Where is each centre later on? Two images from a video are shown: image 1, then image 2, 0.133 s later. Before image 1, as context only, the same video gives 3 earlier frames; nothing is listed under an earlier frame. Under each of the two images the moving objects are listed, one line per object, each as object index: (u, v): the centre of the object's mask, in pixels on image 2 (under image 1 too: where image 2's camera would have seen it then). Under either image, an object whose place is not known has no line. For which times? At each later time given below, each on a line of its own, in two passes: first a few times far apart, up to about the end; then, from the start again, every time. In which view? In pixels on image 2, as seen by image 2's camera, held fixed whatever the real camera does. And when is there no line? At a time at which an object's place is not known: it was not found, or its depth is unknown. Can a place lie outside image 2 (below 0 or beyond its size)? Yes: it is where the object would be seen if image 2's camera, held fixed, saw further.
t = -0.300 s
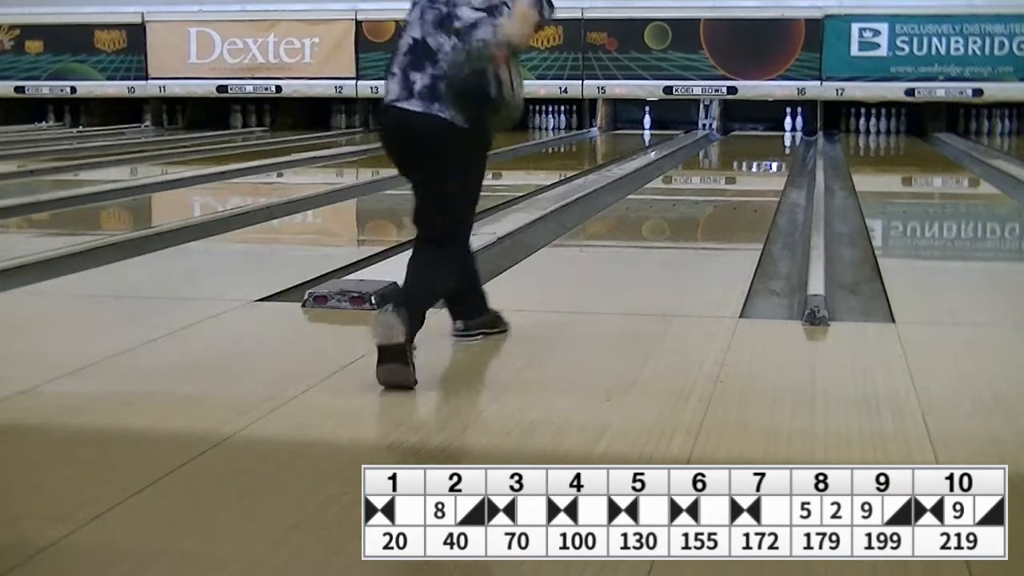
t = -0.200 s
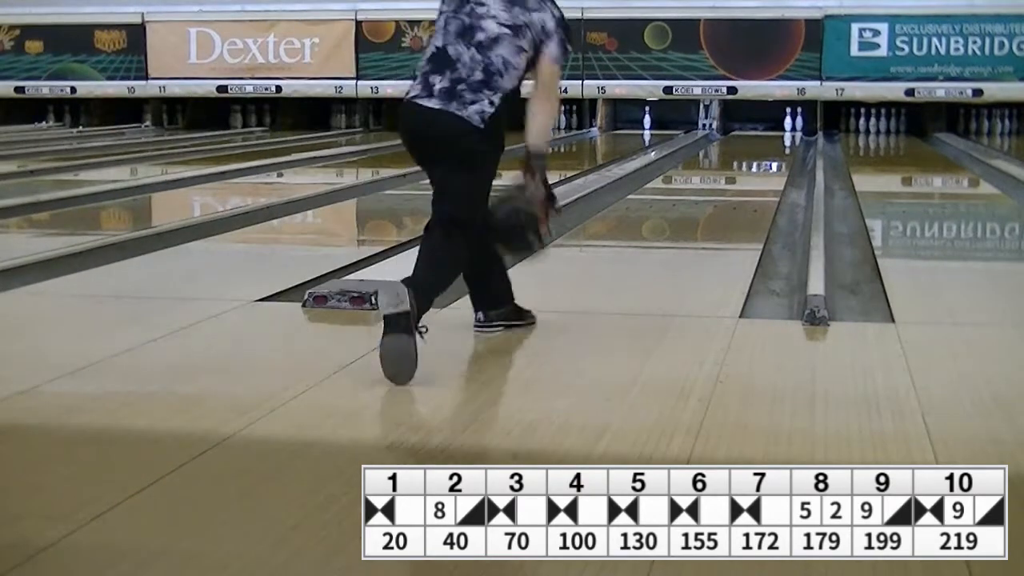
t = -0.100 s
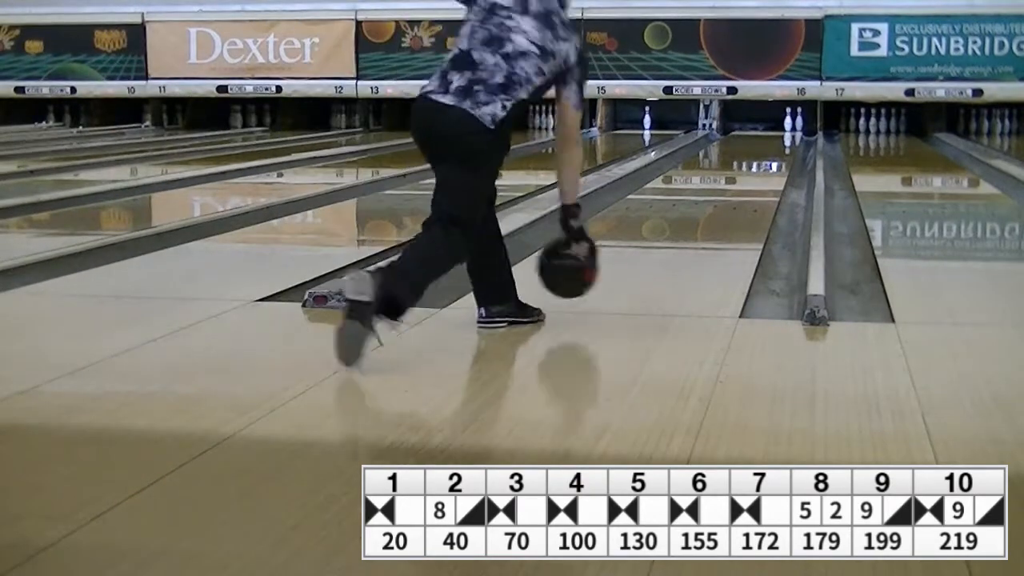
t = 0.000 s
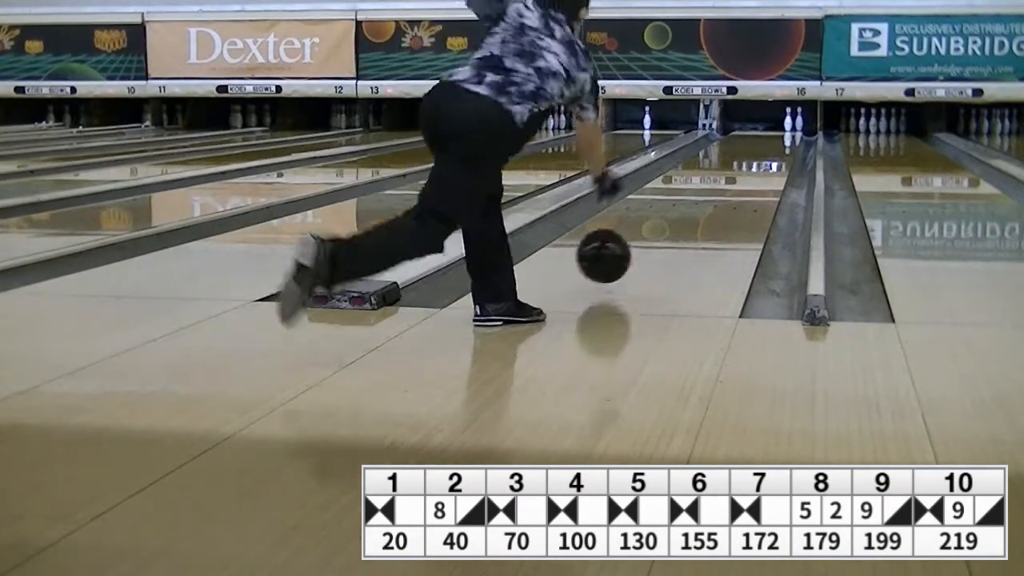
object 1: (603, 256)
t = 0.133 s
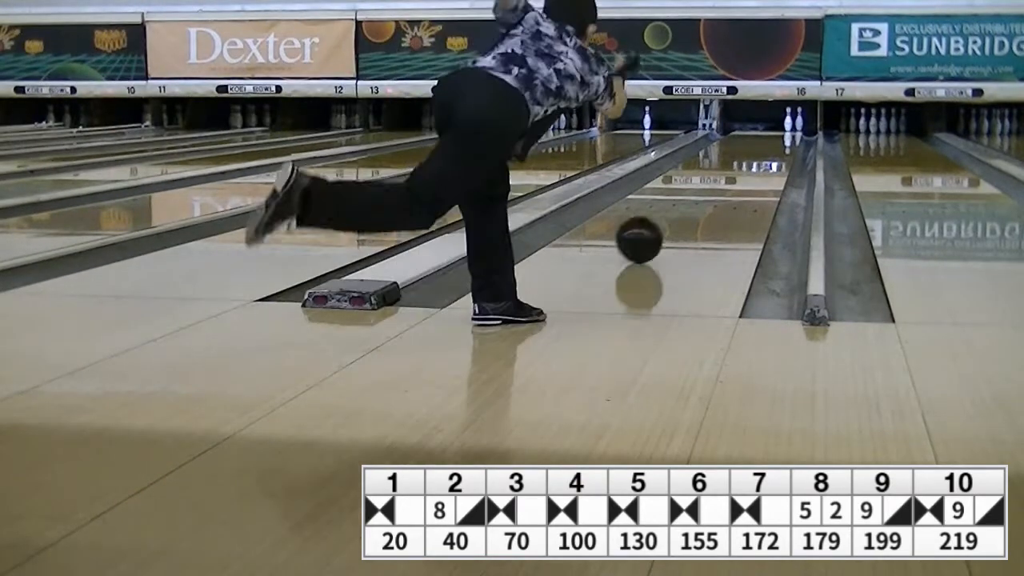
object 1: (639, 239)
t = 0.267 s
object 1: (665, 219)
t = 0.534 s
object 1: (703, 192)
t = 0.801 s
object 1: (728, 174)
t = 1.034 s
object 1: (744, 163)
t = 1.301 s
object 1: (757, 152)
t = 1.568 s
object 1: (768, 144)
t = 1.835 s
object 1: (776, 136)
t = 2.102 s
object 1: (781, 132)
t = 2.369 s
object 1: (786, 128)
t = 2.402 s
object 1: (786, 128)
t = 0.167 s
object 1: (646, 234)
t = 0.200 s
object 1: (653, 229)
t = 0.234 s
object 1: (659, 224)
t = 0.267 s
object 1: (665, 219)
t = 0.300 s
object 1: (671, 215)
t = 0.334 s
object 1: (677, 211)
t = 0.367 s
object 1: (681, 208)
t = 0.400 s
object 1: (686, 204)
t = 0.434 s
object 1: (691, 201)
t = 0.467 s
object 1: (695, 198)
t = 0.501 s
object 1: (699, 195)
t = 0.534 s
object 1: (703, 192)
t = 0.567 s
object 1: (707, 189)
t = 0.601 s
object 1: (710, 187)
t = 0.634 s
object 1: (714, 184)
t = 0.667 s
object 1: (717, 182)
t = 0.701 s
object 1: (720, 181)
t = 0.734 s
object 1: (722, 178)
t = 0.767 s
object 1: (725, 176)
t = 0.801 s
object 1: (728, 174)
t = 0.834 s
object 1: (731, 172)
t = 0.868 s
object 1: (733, 171)
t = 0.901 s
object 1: (735, 169)
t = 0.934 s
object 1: (738, 167)
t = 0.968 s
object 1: (740, 166)
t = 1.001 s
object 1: (741, 165)
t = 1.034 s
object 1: (744, 163)
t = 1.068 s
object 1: (746, 161)
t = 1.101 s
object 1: (747, 160)
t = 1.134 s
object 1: (749, 159)
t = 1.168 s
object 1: (752, 157)
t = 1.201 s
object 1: (752, 156)
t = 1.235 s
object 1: (754, 155)
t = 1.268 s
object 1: (756, 153)
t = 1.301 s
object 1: (757, 152)
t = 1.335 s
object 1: (759, 151)
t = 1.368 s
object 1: (760, 150)
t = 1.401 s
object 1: (761, 149)
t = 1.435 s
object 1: (763, 148)
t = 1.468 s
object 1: (764, 147)
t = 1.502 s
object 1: (766, 146)
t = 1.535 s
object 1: (767, 145)
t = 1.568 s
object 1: (768, 144)
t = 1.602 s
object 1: (769, 143)
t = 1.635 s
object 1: (770, 142)
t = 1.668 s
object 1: (771, 141)
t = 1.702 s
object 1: (771, 141)
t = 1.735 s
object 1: (773, 139)
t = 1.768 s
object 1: (773, 138)
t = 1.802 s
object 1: (775, 137)
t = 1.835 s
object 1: (776, 136)
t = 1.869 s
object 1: (777, 136)
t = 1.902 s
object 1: (777, 136)
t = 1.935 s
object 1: (779, 135)
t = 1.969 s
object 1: (779, 135)
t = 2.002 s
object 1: (780, 134)
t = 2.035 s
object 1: (781, 133)
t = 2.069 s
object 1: (781, 133)
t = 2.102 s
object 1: (781, 132)
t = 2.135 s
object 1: (782, 131)
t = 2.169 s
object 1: (782, 130)
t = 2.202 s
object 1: (783, 130)
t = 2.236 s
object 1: (784, 130)
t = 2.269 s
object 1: (784, 129)
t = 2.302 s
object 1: (785, 129)
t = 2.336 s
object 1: (785, 129)
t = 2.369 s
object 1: (786, 128)
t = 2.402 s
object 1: (786, 128)
